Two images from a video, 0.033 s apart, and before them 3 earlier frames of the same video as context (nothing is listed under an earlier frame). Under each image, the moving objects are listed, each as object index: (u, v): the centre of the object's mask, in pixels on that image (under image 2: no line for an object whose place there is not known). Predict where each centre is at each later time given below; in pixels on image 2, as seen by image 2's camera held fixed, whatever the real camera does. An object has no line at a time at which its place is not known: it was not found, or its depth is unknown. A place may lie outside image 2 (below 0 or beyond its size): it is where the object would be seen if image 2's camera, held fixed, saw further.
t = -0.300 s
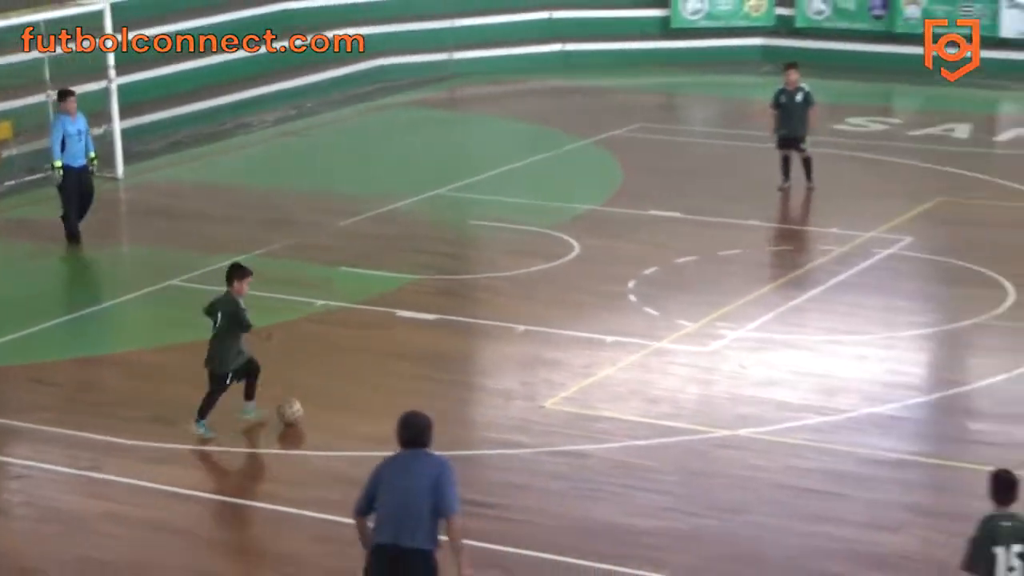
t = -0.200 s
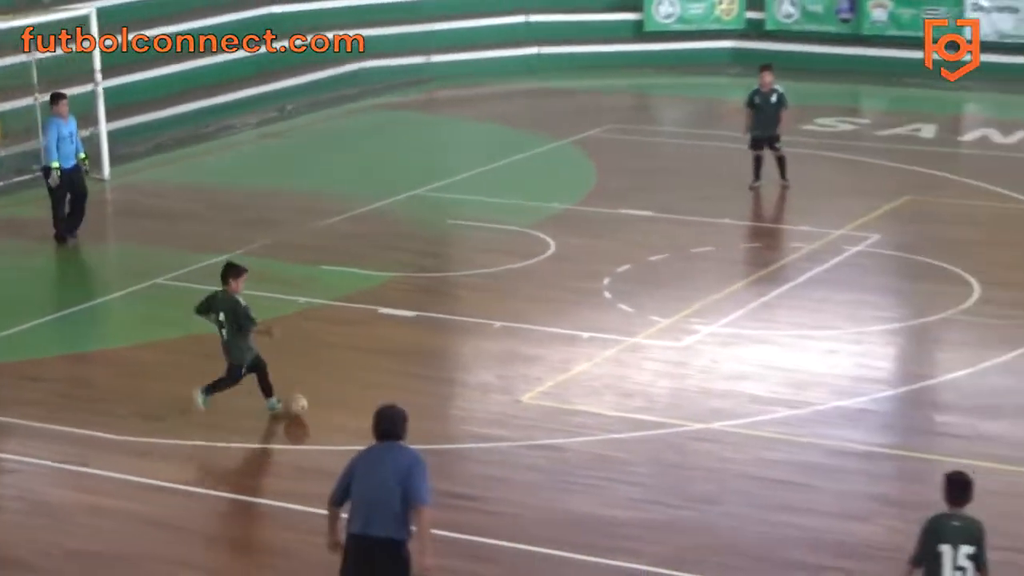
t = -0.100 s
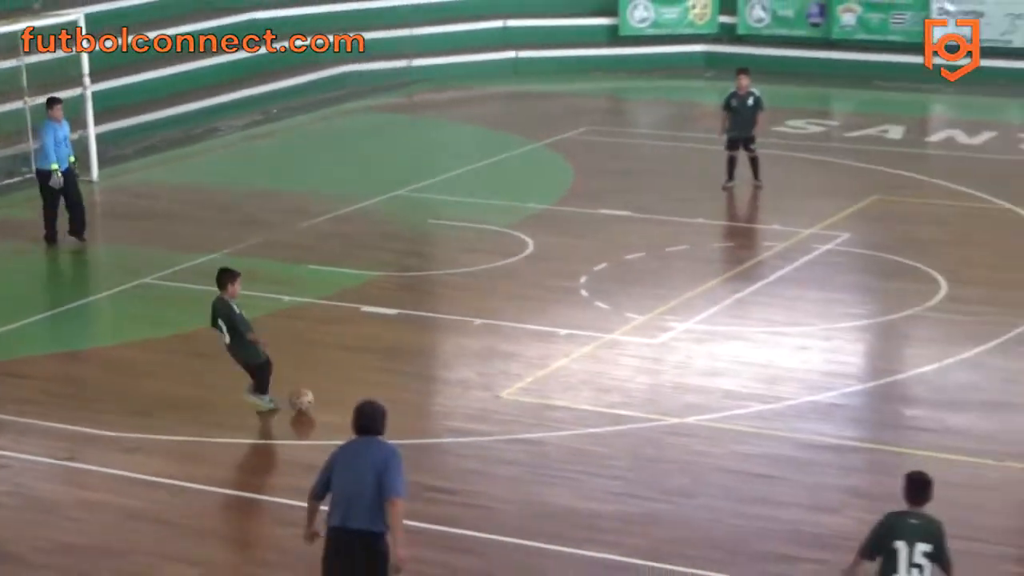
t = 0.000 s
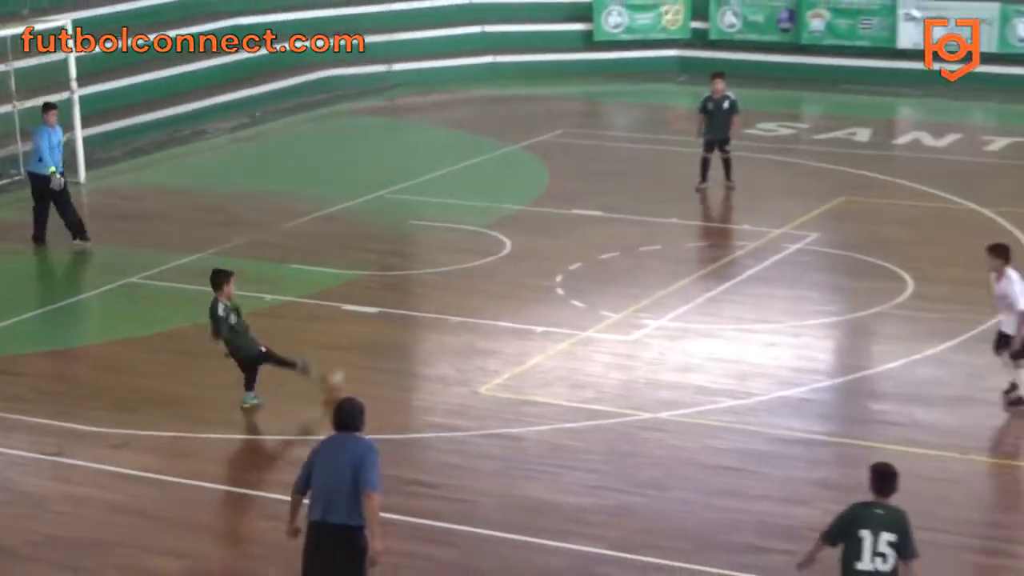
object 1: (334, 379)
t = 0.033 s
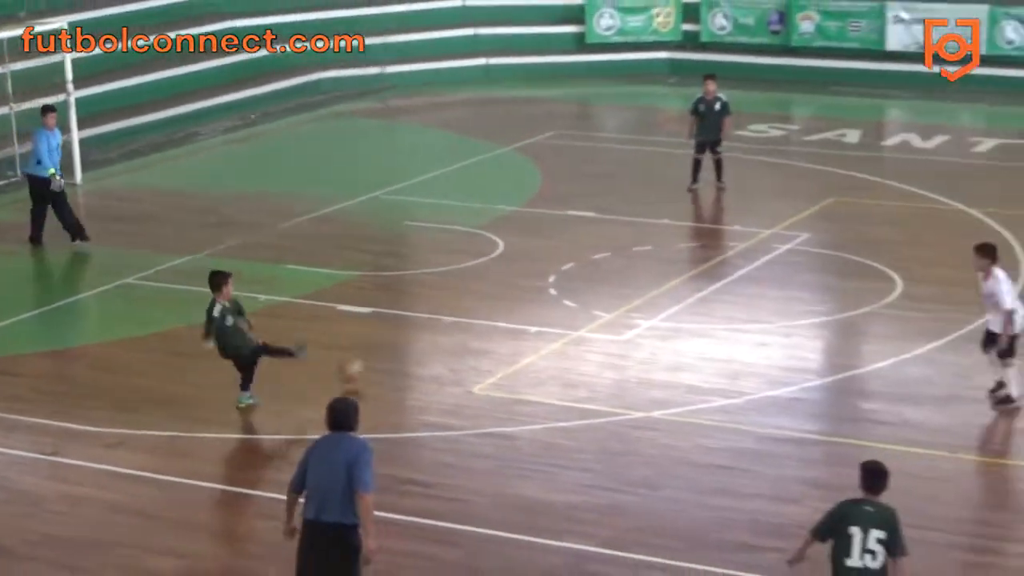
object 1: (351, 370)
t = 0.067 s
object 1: (376, 361)
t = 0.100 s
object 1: (396, 360)
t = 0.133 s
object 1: (414, 352)
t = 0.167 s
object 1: (432, 342)
